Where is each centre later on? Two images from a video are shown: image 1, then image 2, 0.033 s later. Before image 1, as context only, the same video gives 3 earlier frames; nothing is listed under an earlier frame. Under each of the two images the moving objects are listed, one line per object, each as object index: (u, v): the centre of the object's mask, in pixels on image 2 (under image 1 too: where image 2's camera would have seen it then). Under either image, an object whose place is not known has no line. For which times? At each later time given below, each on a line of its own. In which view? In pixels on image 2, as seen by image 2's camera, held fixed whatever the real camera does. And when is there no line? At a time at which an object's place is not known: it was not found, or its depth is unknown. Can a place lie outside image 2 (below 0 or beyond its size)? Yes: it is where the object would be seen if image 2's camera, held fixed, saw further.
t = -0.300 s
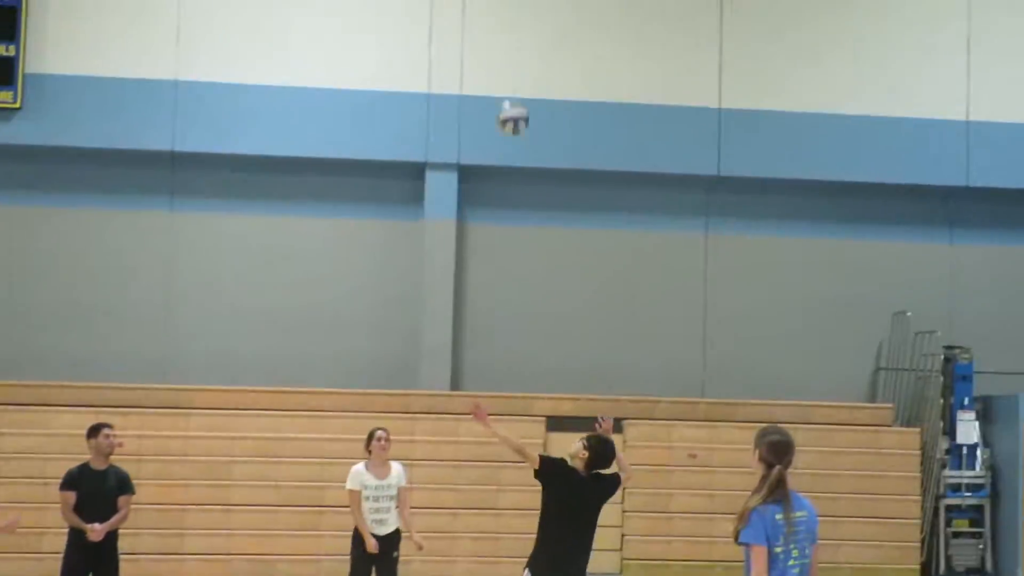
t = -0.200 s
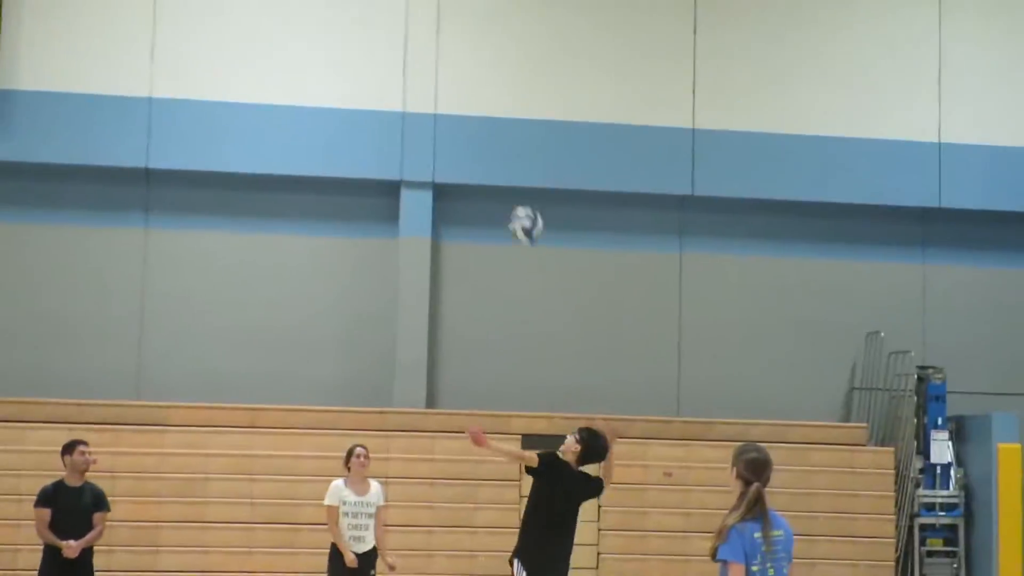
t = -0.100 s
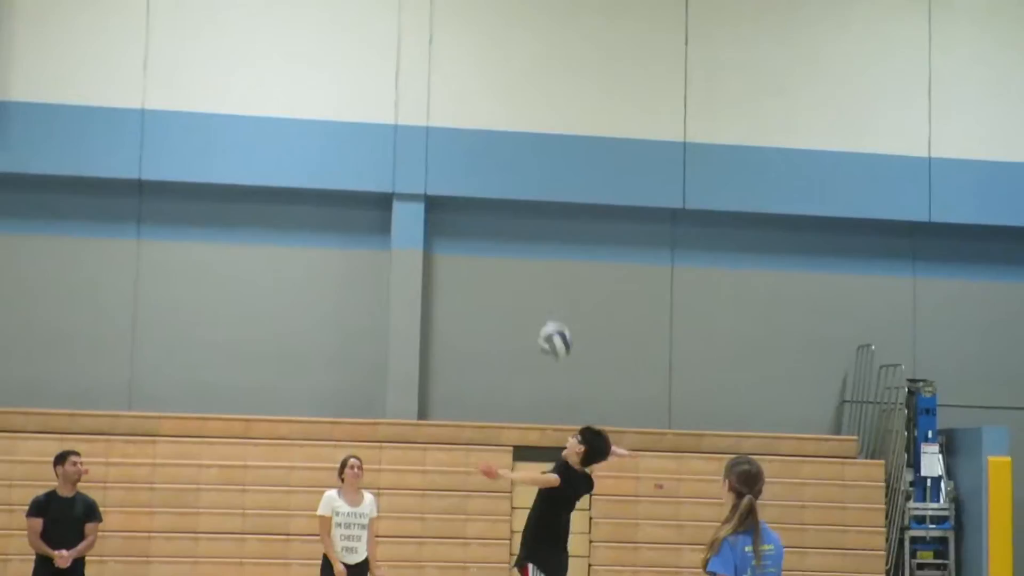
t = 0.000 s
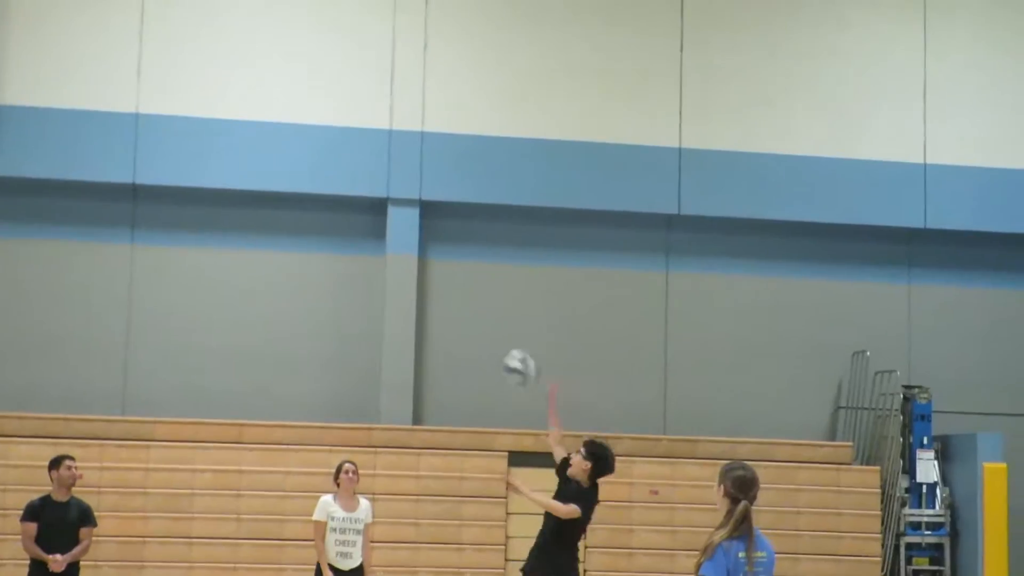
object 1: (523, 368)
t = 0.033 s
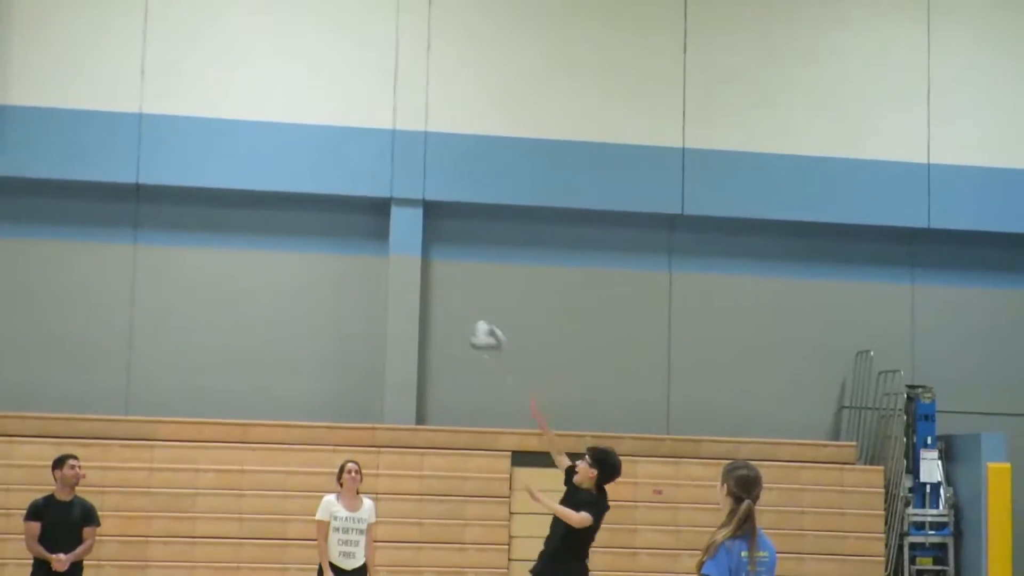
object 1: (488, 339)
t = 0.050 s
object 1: (469, 325)
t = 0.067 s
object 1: (449, 312)
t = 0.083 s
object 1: (431, 299)
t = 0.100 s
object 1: (412, 286)
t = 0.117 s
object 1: (391, 273)
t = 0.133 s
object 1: (372, 260)
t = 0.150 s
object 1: (353, 250)
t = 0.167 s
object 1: (334, 239)
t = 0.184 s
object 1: (314, 228)
